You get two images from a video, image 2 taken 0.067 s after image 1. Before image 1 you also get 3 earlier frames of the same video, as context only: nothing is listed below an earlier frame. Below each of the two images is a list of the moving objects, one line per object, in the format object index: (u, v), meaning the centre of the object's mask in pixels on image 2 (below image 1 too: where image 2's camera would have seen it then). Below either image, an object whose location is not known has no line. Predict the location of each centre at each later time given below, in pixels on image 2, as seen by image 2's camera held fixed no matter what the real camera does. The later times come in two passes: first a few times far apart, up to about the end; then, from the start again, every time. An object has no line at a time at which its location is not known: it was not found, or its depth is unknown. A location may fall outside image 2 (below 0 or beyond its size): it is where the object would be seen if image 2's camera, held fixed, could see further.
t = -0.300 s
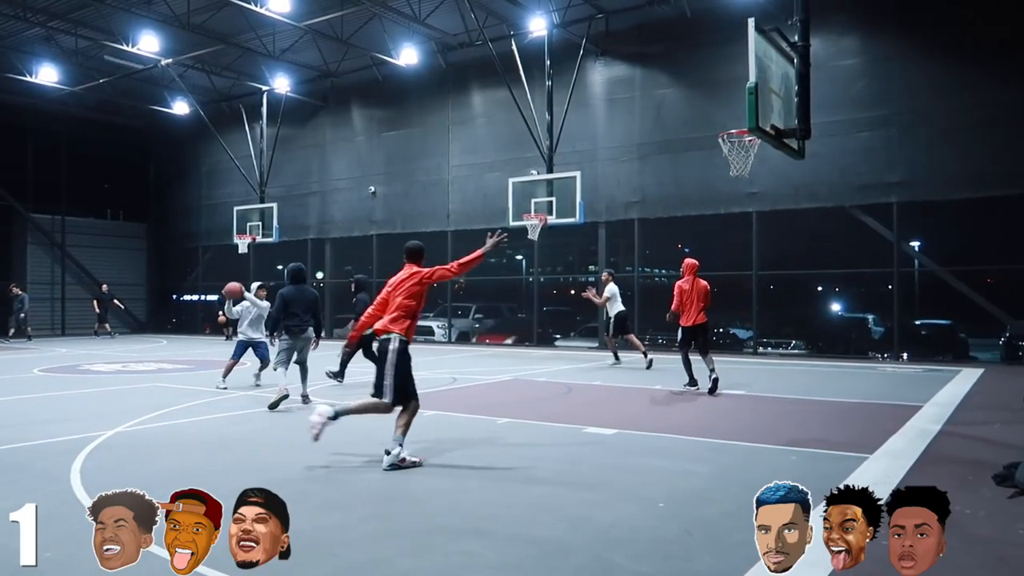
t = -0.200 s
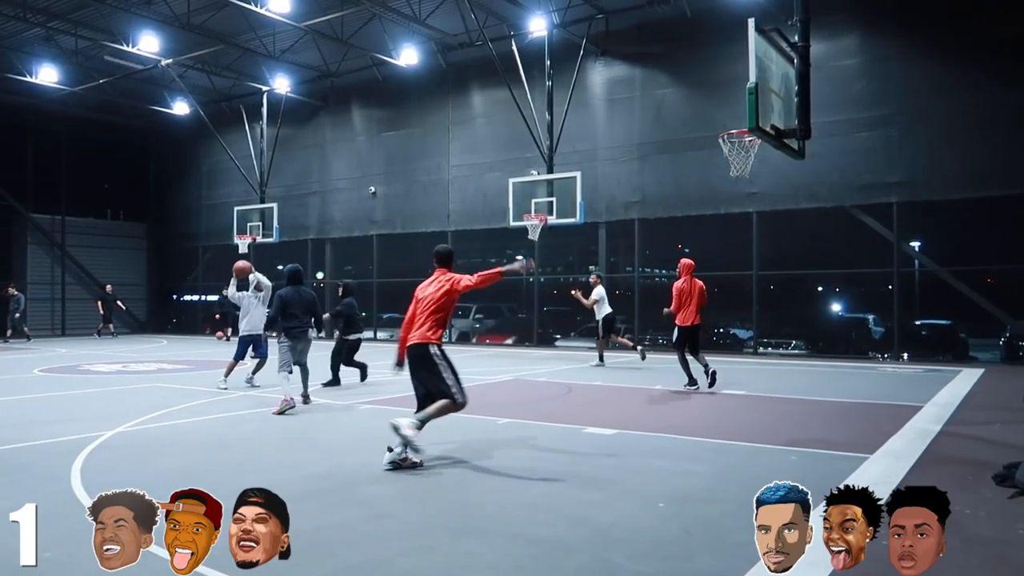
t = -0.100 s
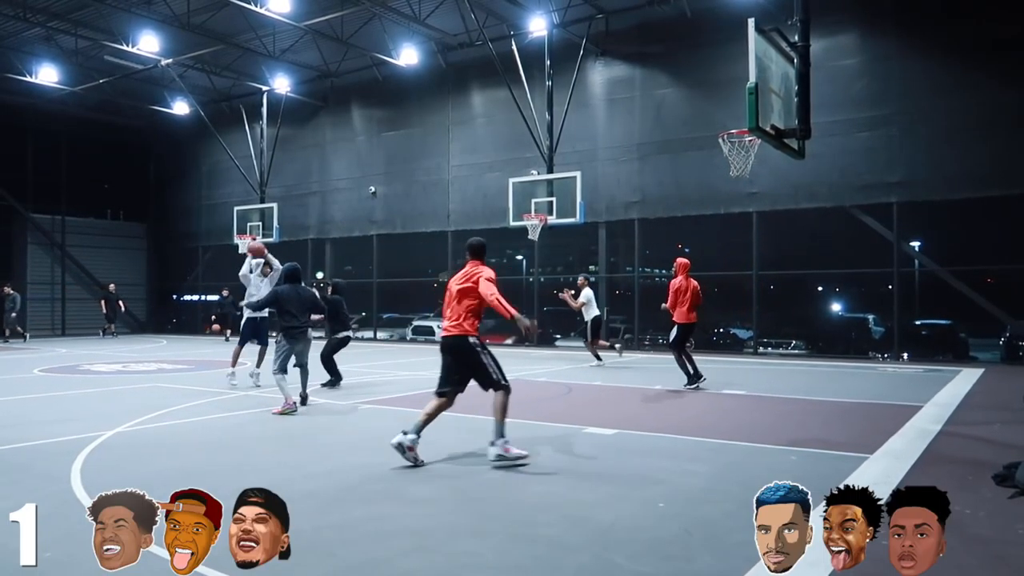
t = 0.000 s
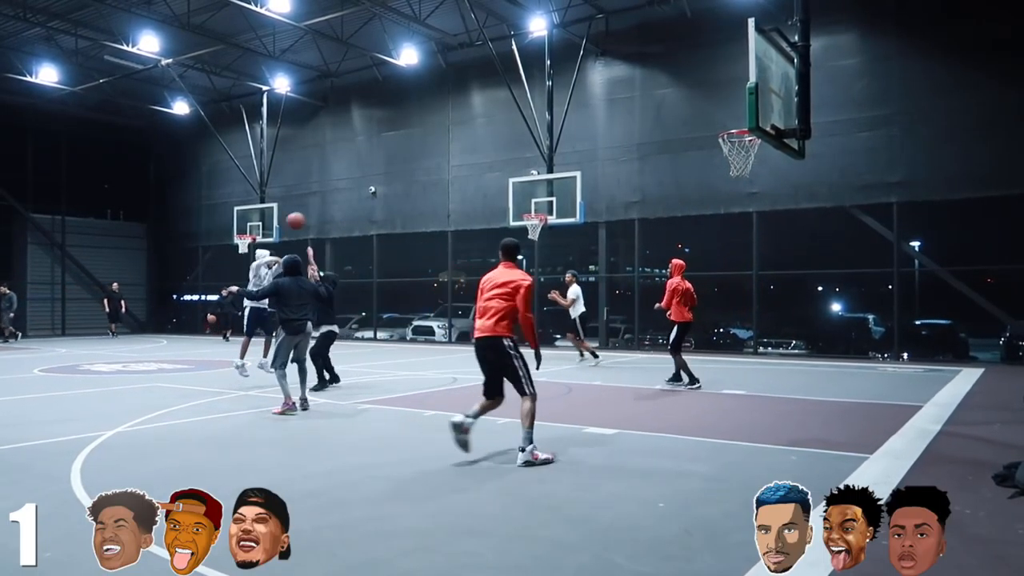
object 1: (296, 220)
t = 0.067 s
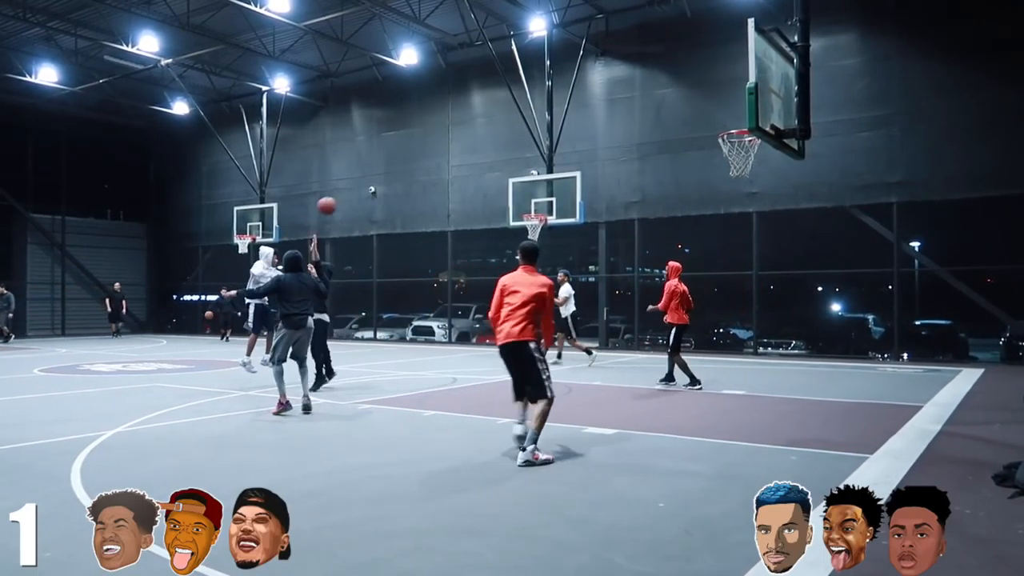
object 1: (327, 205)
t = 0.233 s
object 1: (412, 177)
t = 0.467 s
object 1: (554, 168)
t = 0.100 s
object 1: (343, 198)
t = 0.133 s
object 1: (359, 193)
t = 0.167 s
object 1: (378, 187)
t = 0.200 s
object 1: (394, 182)
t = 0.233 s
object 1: (412, 177)
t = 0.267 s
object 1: (430, 174)
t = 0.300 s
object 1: (449, 171)
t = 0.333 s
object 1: (470, 169)
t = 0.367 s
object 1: (489, 168)
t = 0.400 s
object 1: (510, 167)
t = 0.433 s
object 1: (531, 167)
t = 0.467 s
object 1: (554, 168)
